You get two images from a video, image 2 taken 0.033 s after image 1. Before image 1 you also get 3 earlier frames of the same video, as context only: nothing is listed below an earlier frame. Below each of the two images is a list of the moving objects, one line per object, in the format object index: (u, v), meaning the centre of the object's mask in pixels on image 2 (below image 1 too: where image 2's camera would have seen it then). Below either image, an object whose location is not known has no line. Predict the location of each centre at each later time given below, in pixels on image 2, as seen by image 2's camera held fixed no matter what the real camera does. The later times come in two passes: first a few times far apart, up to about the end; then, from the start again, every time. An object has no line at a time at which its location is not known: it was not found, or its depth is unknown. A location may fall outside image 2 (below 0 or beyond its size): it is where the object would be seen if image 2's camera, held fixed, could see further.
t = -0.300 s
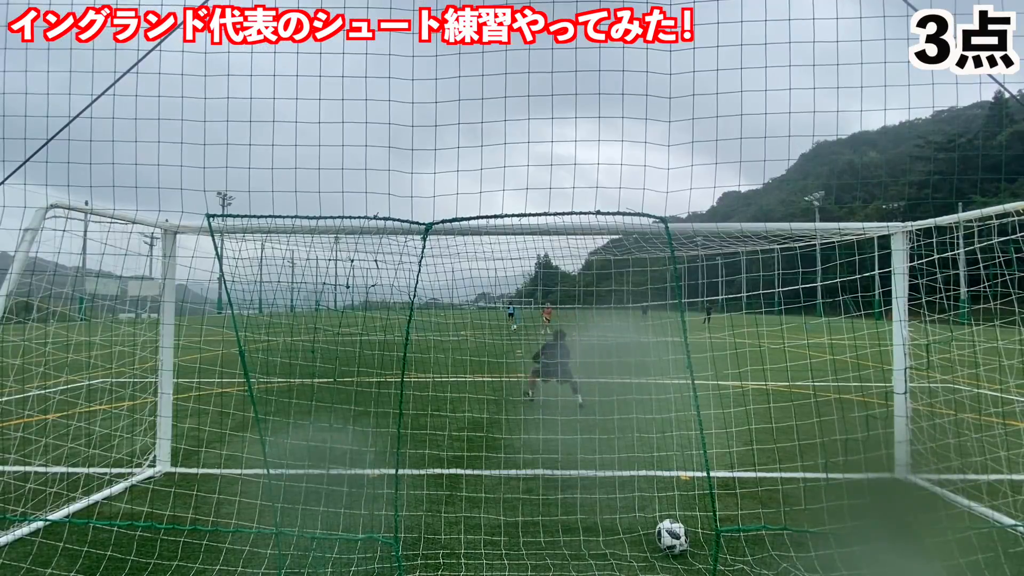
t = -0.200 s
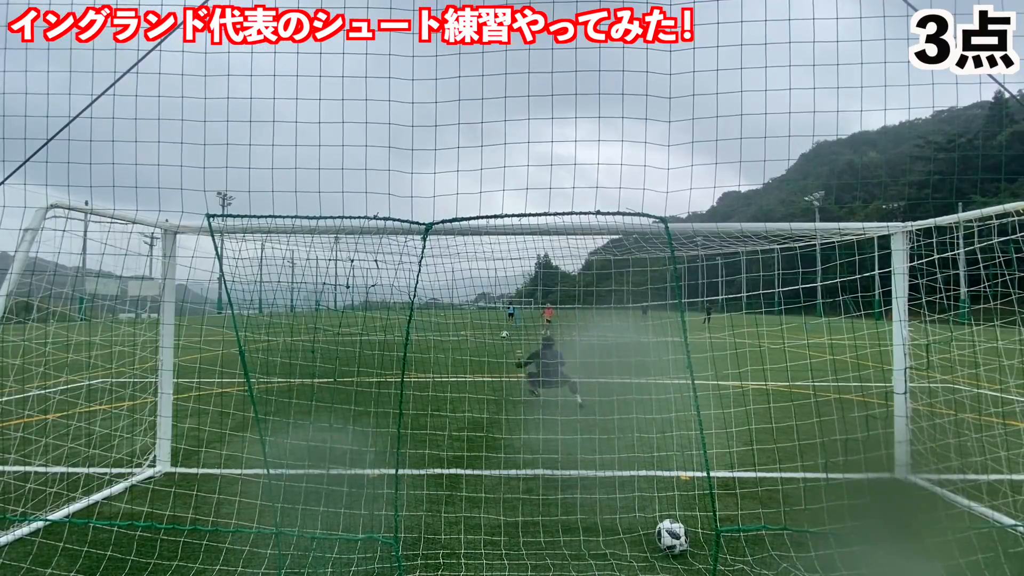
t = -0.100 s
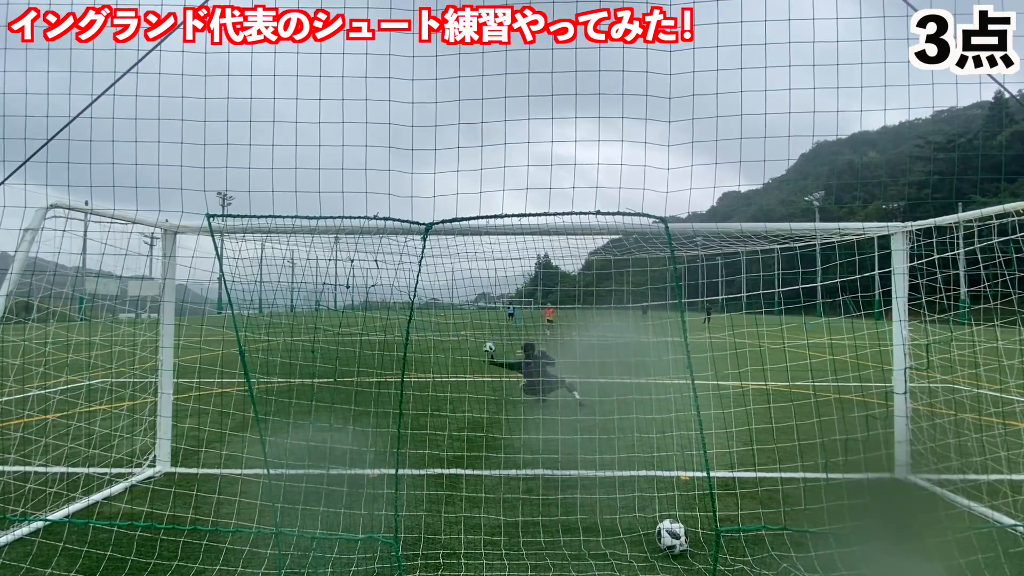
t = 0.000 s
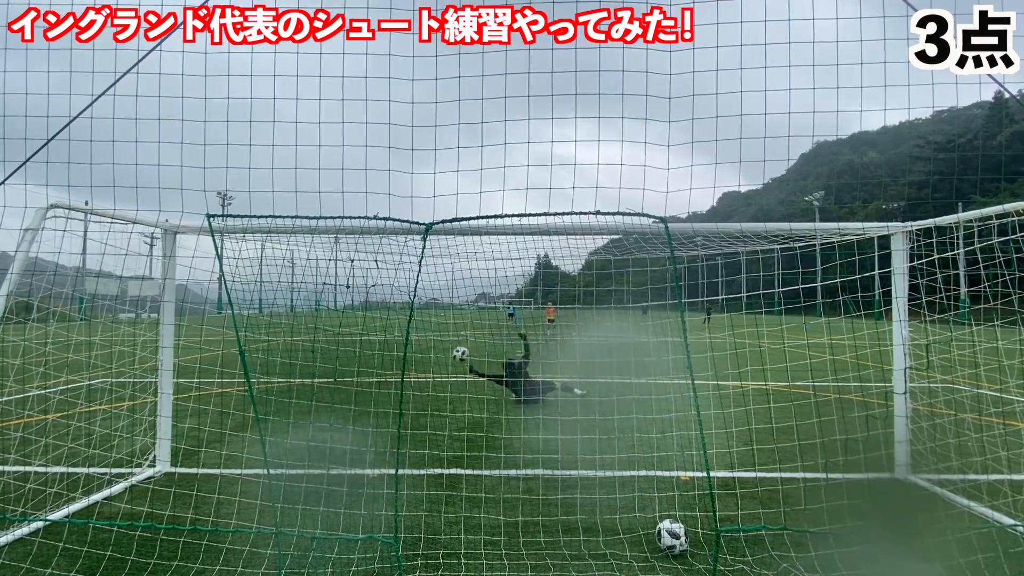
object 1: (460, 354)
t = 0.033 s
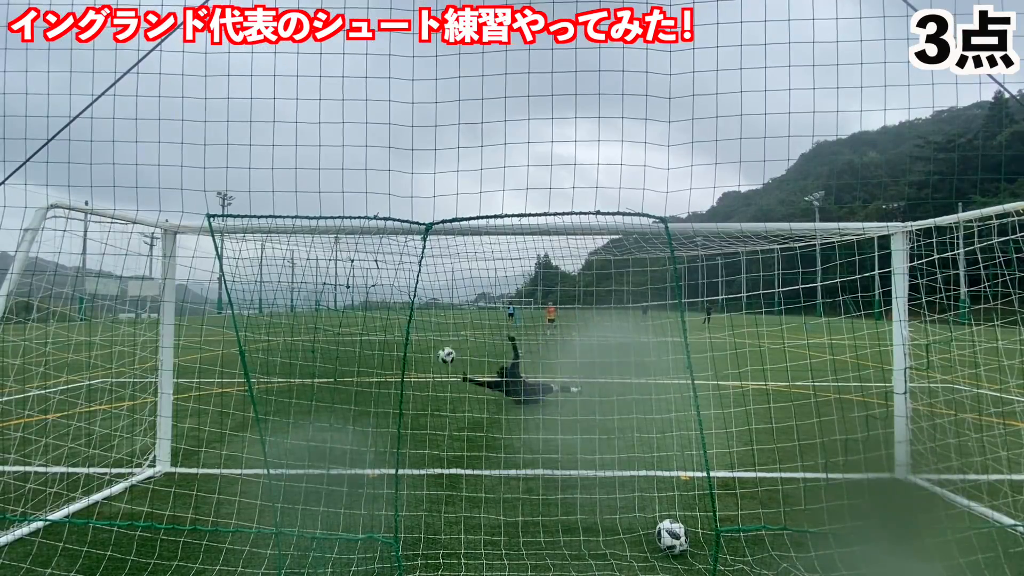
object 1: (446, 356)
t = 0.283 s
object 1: (223, 412)
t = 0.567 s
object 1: (163, 474)
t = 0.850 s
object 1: (211, 530)
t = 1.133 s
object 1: (255, 479)
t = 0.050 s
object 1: (438, 357)
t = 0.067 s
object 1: (429, 359)
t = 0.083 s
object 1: (419, 362)
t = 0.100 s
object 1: (408, 365)
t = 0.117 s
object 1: (393, 368)
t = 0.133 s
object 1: (380, 374)
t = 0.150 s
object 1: (362, 379)
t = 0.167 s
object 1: (341, 388)
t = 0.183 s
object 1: (319, 398)
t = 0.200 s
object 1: (300, 402)
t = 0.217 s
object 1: (285, 404)
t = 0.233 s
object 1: (268, 407)
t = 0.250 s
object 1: (251, 408)
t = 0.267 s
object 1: (237, 410)
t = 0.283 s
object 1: (223, 412)
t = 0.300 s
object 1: (209, 413)
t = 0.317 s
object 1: (196, 414)
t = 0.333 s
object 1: (185, 414)
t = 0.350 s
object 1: (176, 413)
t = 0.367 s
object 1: (169, 412)
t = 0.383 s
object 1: (164, 413)
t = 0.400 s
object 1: (159, 413)
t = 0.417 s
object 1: (156, 416)
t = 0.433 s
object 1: (153, 420)
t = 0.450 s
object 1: (152, 425)
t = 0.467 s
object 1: (154, 430)
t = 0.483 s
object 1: (155, 435)
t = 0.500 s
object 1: (156, 442)
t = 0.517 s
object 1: (157, 450)
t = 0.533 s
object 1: (159, 457)
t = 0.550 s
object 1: (161, 466)
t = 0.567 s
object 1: (163, 474)
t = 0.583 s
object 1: (166, 484)
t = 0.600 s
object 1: (168, 493)
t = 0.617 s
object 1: (170, 502)
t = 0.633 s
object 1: (173, 511)
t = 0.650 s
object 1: (175, 523)
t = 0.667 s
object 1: (177, 533)
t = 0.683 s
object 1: (179, 544)
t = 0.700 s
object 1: (182, 554)
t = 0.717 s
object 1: (186, 560)
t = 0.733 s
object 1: (191, 566)
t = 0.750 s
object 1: (195, 571)
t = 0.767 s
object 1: (198, 569)
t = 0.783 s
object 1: (200, 563)
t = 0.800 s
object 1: (200, 558)
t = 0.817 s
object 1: (204, 548)
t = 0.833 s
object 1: (207, 540)
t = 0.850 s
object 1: (211, 530)
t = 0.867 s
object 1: (213, 522)
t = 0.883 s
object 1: (217, 515)
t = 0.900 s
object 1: (221, 508)
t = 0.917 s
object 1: (224, 503)
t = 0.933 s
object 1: (226, 498)
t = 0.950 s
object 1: (229, 493)
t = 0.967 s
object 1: (232, 489)
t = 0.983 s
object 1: (234, 486)
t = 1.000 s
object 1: (238, 483)
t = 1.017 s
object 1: (240, 480)
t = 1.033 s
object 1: (243, 478)
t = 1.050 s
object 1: (246, 478)
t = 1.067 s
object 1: (247, 478)
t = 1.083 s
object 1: (249, 477)
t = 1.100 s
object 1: (252, 477)
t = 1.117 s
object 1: (253, 478)
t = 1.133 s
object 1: (255, 479)
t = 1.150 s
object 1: (256, 480)
